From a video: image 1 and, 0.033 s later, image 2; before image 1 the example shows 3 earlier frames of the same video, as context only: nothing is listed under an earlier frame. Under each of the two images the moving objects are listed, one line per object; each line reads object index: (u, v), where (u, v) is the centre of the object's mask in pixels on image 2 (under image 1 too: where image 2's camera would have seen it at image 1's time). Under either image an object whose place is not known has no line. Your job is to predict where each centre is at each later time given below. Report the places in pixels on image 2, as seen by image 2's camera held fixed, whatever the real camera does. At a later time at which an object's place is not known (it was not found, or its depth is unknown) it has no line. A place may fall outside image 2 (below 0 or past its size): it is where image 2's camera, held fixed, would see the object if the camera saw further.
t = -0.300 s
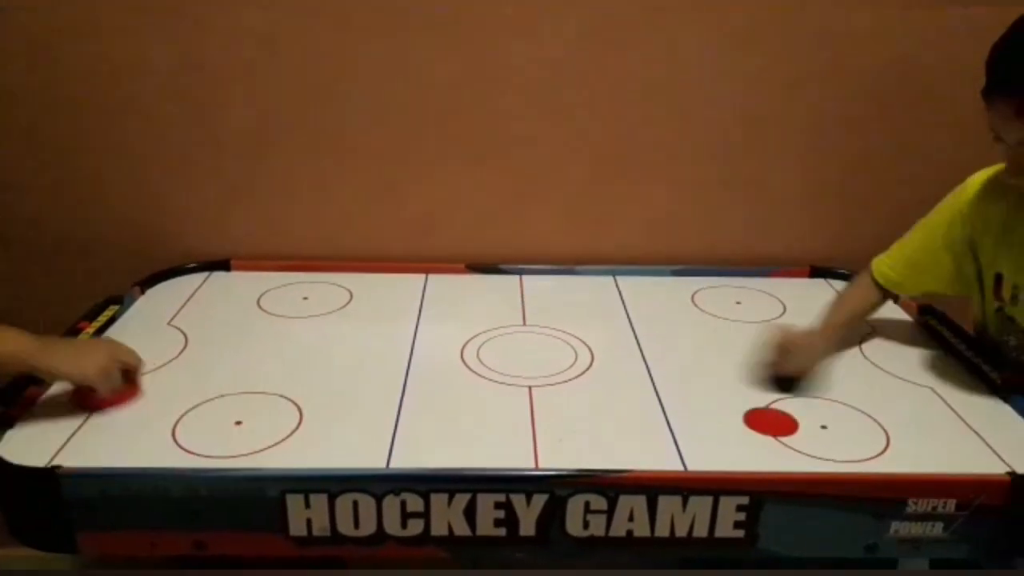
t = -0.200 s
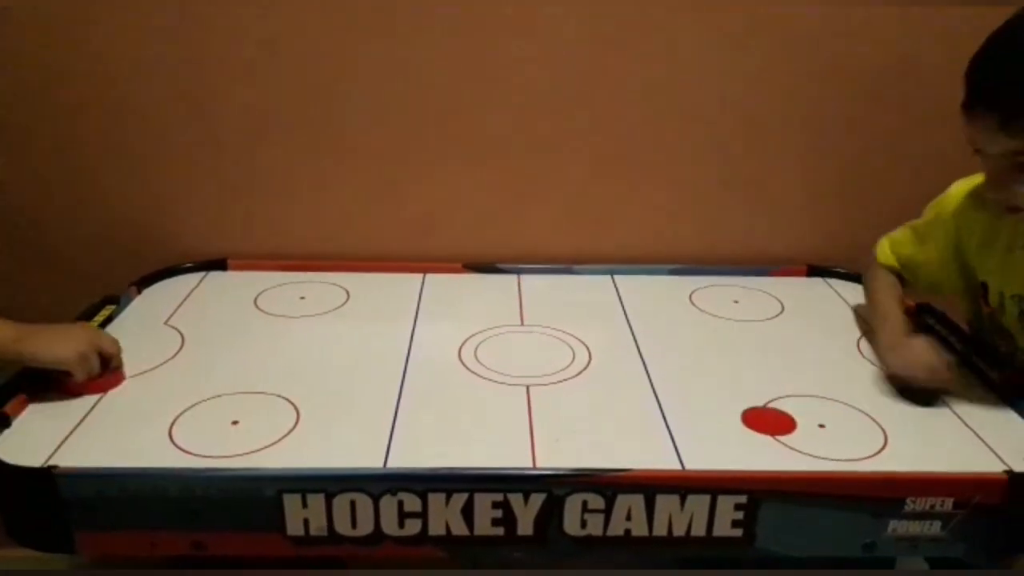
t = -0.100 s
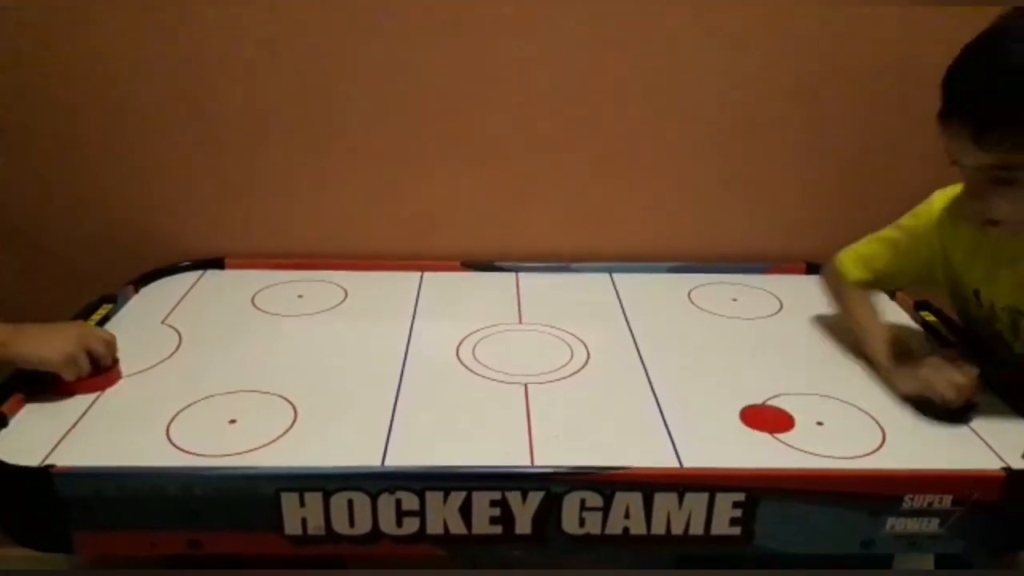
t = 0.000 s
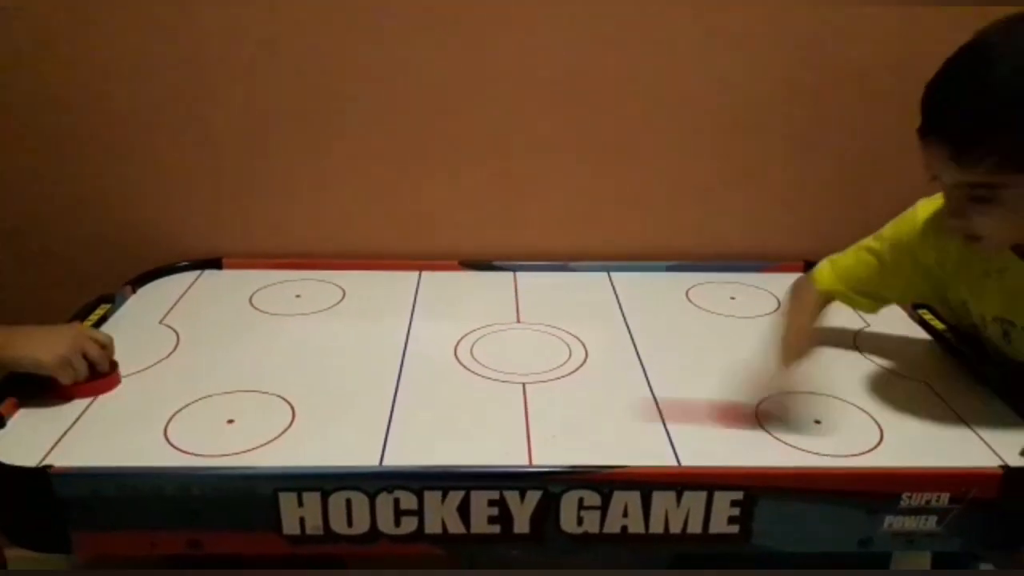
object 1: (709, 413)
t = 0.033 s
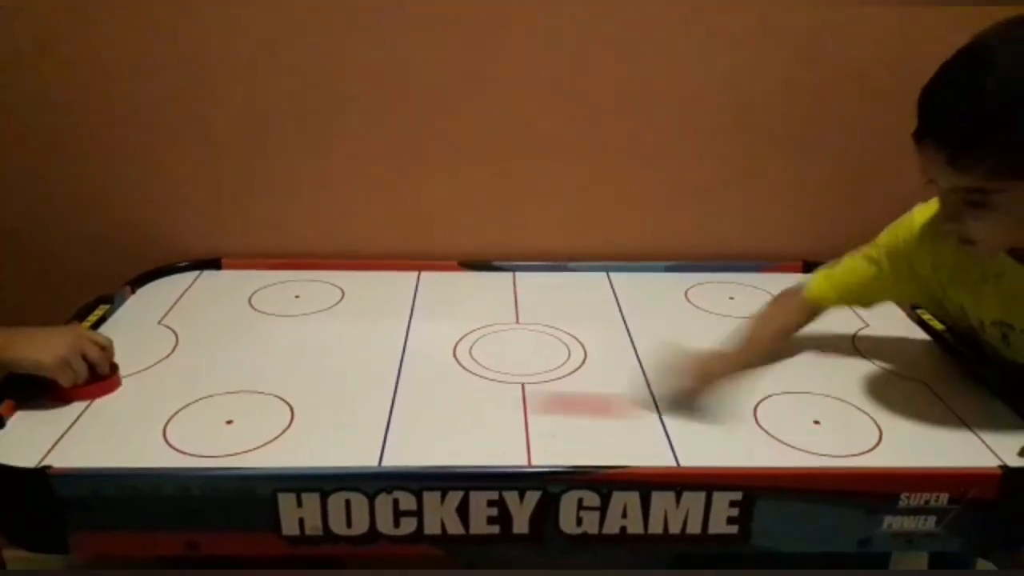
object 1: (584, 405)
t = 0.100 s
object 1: (378, 390)
